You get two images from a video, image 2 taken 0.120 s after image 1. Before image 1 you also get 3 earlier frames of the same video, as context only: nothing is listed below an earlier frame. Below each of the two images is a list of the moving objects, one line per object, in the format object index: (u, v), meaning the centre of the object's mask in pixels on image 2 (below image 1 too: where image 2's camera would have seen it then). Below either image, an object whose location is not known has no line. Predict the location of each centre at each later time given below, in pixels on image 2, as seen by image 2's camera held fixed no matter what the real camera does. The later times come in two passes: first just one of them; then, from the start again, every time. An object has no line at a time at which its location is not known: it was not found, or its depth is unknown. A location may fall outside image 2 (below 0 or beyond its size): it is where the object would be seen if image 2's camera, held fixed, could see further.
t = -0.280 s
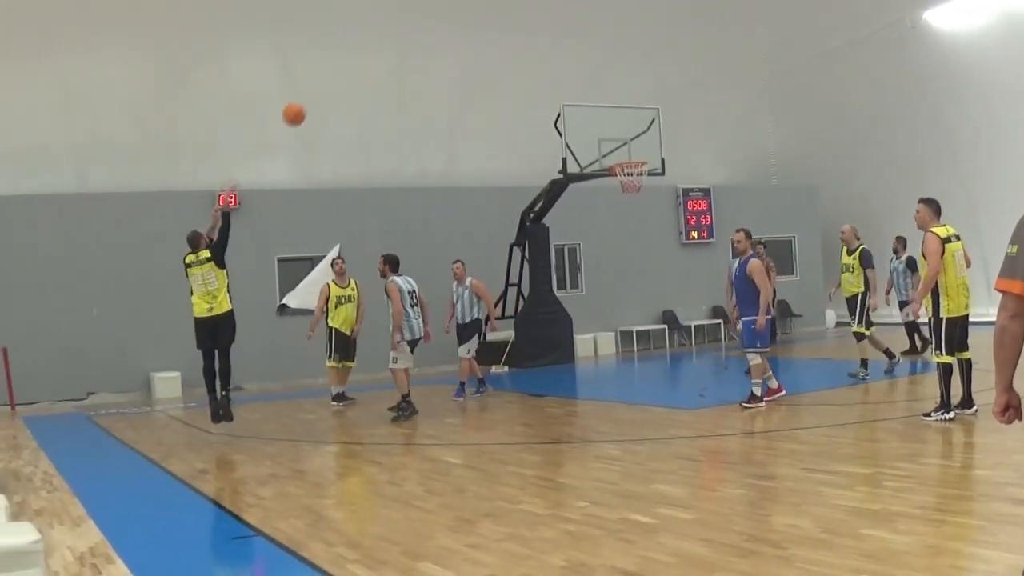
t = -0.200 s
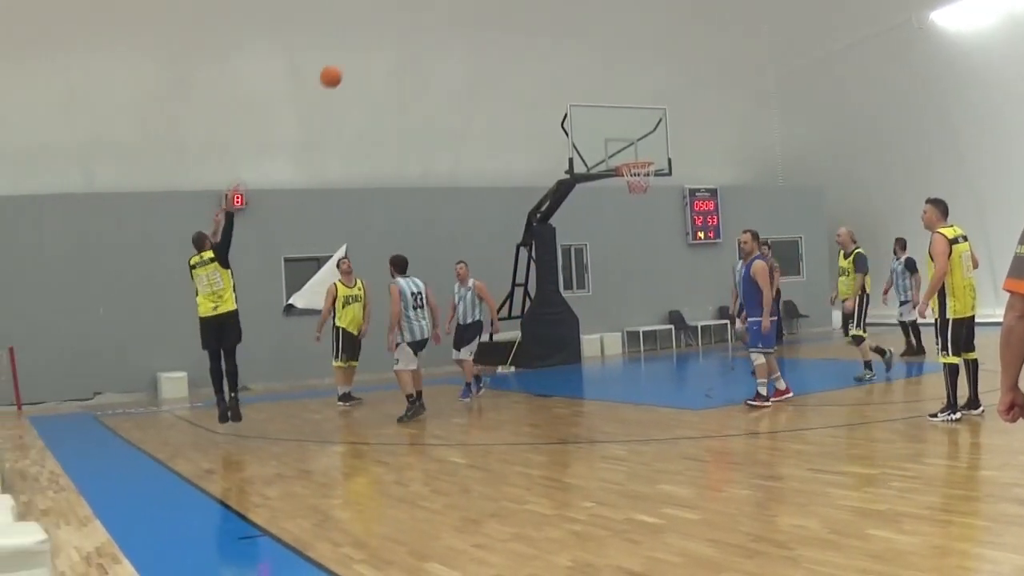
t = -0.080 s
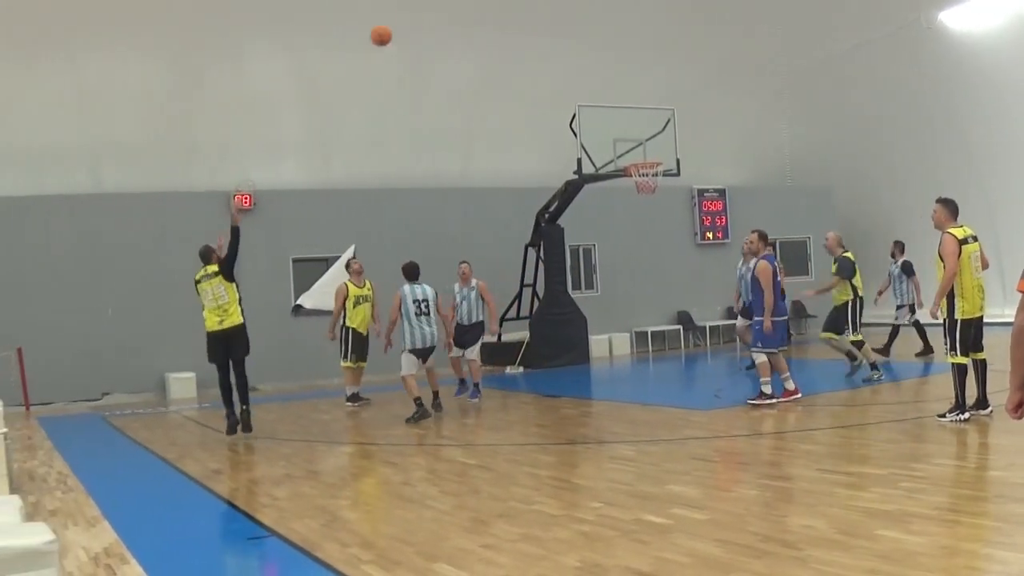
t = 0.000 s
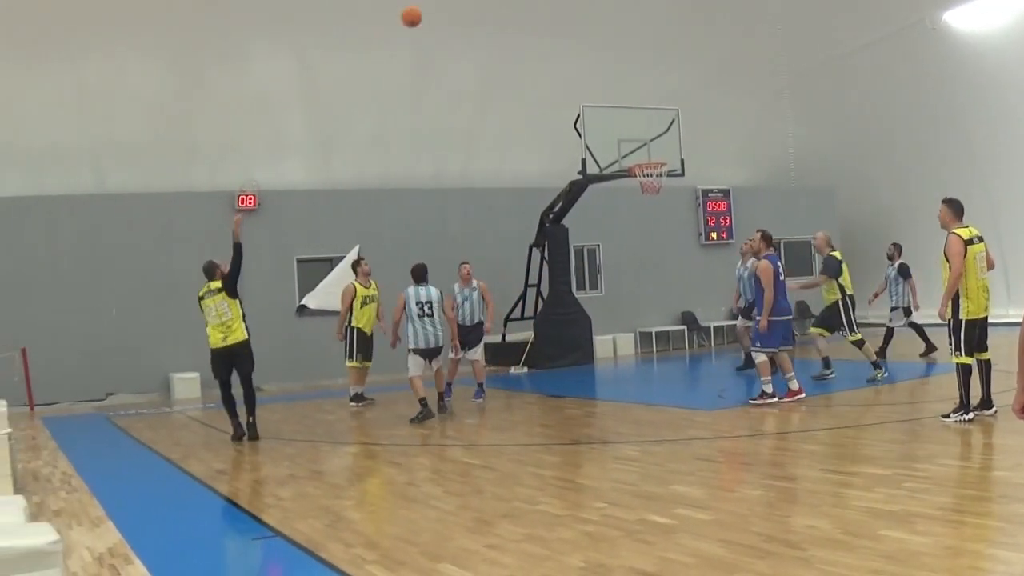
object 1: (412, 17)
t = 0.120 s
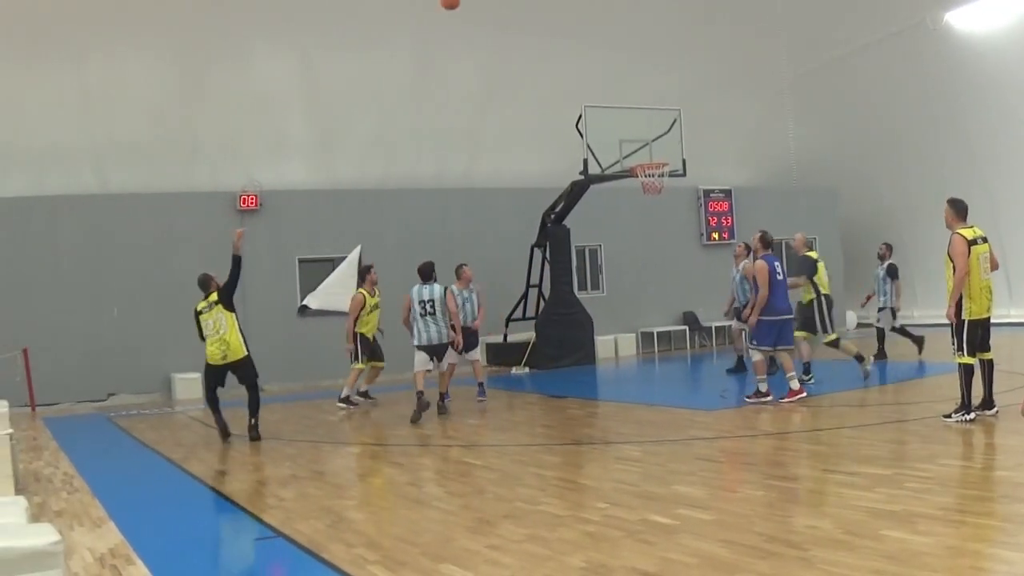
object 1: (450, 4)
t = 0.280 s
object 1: (496, 2)
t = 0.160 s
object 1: (462, 3)
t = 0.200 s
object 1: (473, 2)
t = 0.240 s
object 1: (485, 2)
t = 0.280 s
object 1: (496, 2)
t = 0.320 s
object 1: (505, 3)
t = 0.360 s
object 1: (517, 4)
